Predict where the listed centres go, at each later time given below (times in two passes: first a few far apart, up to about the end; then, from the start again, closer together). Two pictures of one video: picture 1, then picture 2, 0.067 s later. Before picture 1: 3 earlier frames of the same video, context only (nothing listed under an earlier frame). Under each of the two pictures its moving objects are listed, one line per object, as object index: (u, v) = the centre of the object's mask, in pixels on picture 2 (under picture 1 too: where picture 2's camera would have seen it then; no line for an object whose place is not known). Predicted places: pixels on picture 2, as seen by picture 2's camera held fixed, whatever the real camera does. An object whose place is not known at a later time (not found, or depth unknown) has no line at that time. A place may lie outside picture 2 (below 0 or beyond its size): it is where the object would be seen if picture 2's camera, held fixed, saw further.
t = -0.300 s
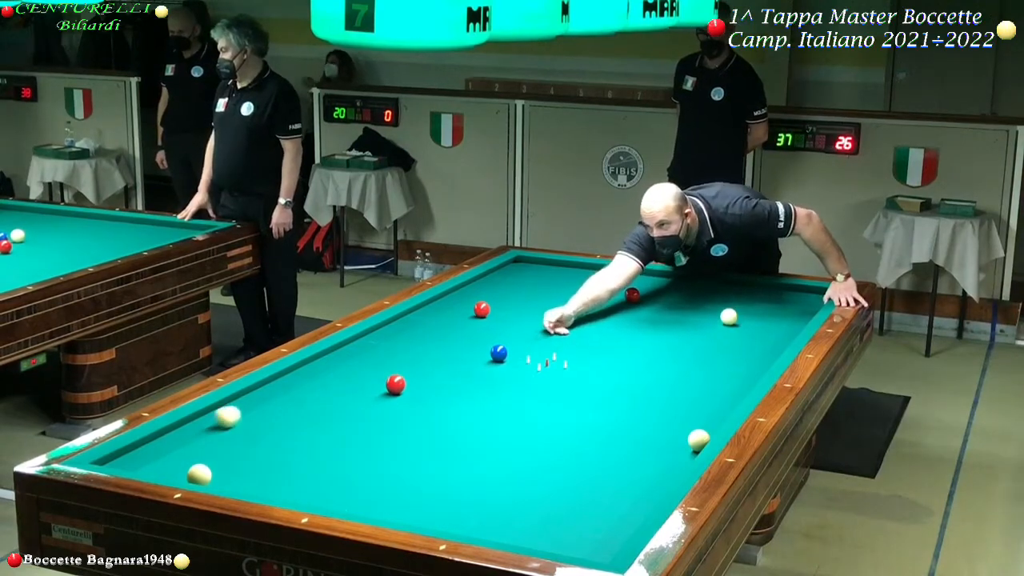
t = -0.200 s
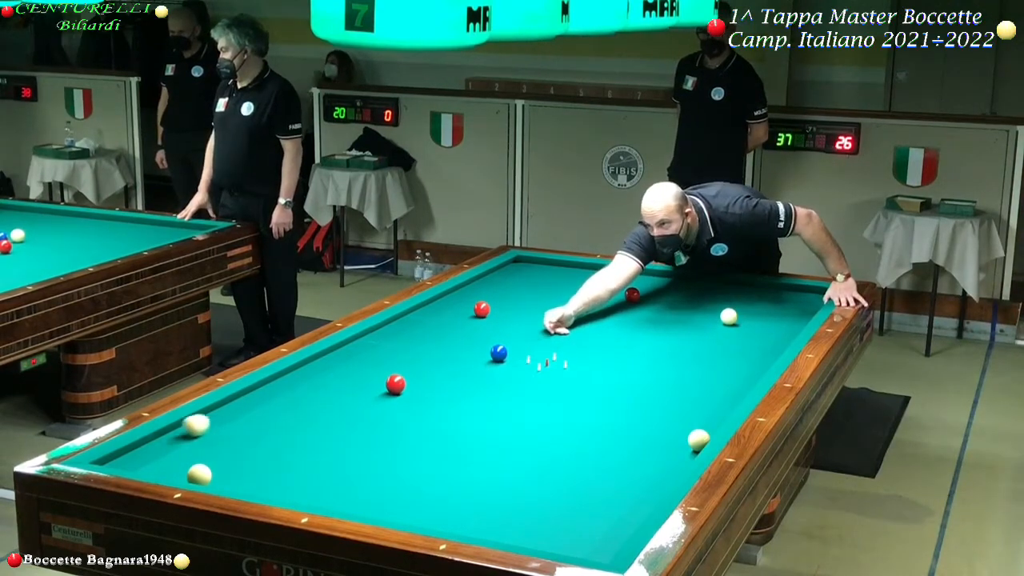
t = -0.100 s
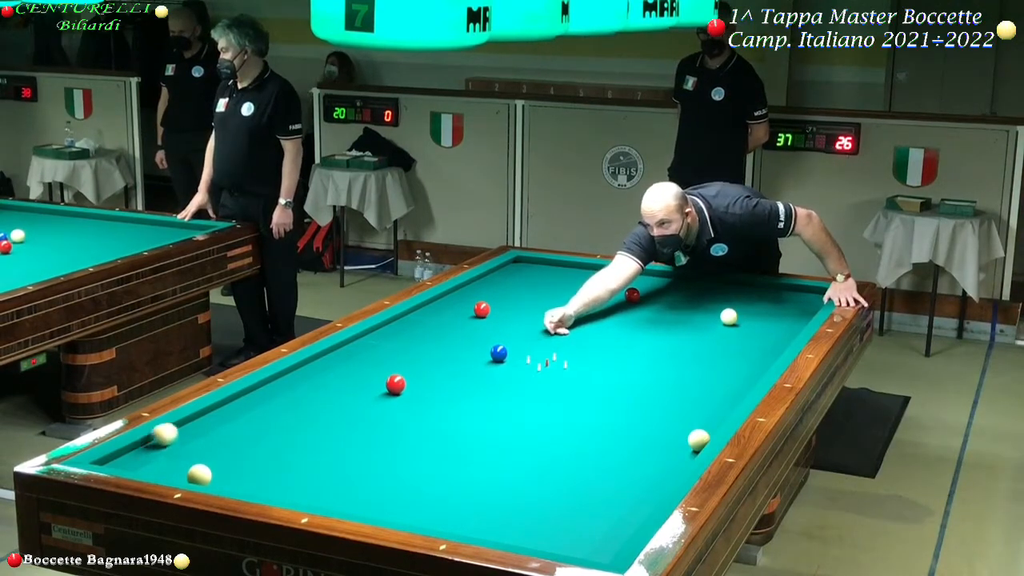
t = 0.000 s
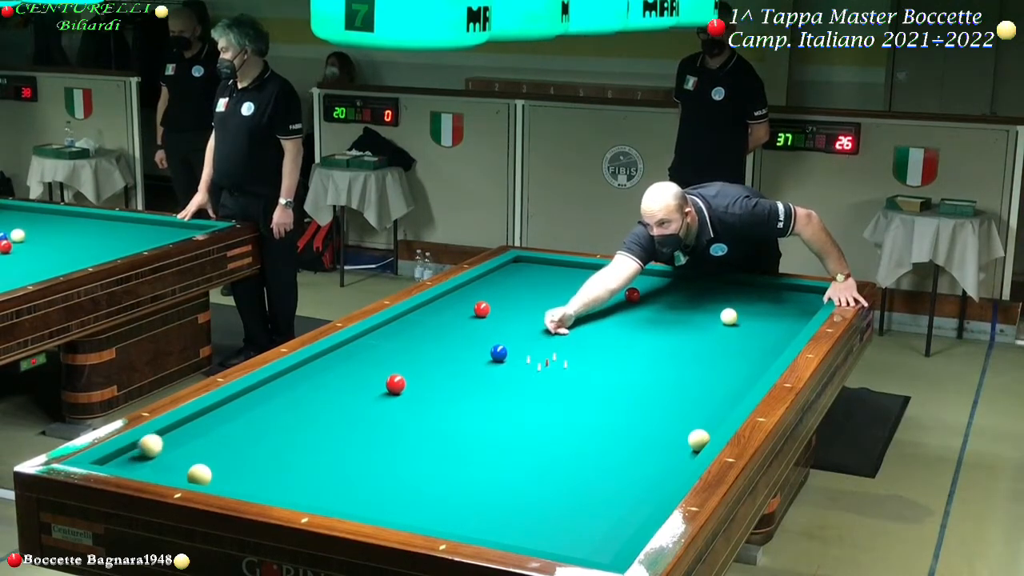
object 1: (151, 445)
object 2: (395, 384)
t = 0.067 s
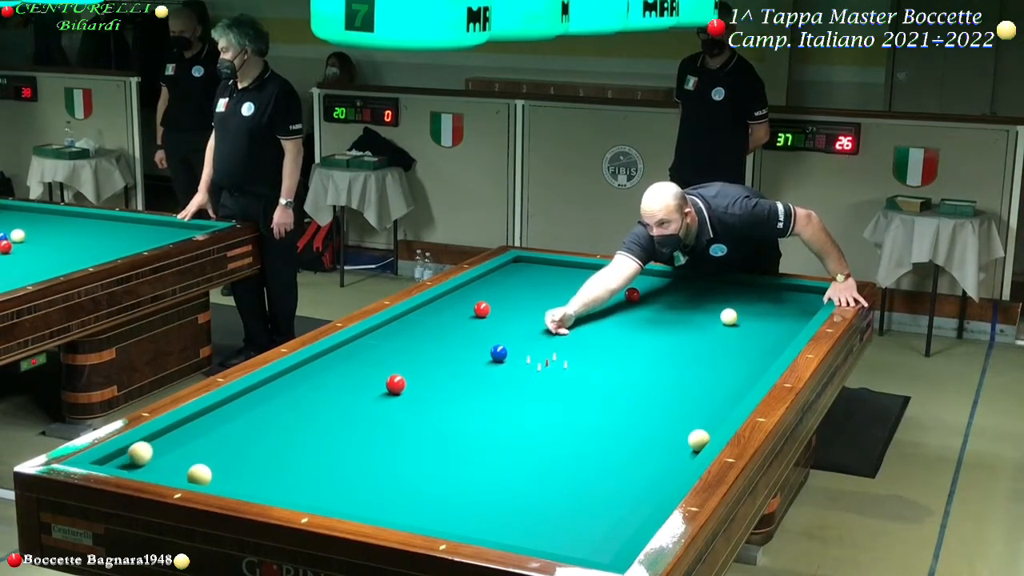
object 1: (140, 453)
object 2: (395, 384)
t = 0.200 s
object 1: (125, 463)
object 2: (395, 384)
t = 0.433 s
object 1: (170, 451)
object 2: (395, 384)
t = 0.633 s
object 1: (201, 442)
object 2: (395, 384)
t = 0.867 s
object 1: (235, 431)
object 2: (396, 384)
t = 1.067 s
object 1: (262, 423)
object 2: (395, 384)
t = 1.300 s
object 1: (292, 414)
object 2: (395, 384)
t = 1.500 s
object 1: (315, 407)
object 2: (395, 384)
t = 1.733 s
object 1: (342, 399)
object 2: (395, 384)
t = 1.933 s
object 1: (363, 392)
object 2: (395, 384)
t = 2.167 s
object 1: (378, 387)
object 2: (403, 383)
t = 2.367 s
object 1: (381, 384)
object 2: (418, 380)
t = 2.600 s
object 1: (384, 382)
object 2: (434, 377)
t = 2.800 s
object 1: (386, 380)
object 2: (446, 374)
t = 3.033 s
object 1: (388, 378)
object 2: (461, 372)
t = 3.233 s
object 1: (389, 376)
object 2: (472, 369)
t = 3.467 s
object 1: (390, 374)
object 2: (485, 367)
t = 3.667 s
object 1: (391, 373)
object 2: (496, 365)
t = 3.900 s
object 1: (392, 372)
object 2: (507, 363)
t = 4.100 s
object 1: (392, 372)
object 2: (517, 362)
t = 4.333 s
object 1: (392, 371)
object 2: (527, 360)
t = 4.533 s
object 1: (392, 371)
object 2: (535, 358)
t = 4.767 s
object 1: (392, 371)
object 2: (545, 357)
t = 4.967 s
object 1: (392, 371)
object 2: (552, 356)
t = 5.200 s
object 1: (392, 371)
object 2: (559, 354)
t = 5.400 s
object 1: (392, 371)
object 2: (565, 353)
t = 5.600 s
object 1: (392, 371)
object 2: (571, 353)
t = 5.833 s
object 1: (392, 371)
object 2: (577, 352)
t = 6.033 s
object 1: (392, 371)
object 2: (583, 351)
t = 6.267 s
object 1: (392, 371)
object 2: (588, 350)
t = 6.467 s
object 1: (392, 371)
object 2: (592, 349)
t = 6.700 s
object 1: (392, 371)
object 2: (597, 348)
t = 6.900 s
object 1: (392, 371)
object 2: (600, 348)
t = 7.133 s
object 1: (392, 371)
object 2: (603, 347)
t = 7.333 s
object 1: (392, 371)
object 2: (606, 347)
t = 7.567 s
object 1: (392, 371)
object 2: (609, 346)
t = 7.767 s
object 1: (392, 371)
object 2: (610, 346)
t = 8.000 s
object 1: (392, 371)
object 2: (612, 346)
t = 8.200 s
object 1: (392, 371)
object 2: (613, 346)
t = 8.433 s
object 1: (392, 371)
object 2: (614, 346)
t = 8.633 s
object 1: (392, 371)
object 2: (614, 346)
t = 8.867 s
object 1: (392, 371)
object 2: (615, 346)
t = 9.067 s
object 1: (392, 371)
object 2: (615, 346)
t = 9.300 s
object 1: (392, 371)
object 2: (614, 346)
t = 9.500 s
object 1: (392, 371)
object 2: (614, 346)
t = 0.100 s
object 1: (135, 457)
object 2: (395, 384)
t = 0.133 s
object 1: (129, 460)
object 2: (395, 384)
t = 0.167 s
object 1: (125, 462)
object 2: (395, 384)
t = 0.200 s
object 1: (125, 463)
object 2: (395, 384)
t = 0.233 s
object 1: (133, 462)
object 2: (395, 384)
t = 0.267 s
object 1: (139, 460)
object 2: (395, 384)
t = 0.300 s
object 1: (147, 458)
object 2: (395, 384)
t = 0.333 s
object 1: (153, 456)
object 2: (395, 384)
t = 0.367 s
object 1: (159, 454)
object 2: (395, 384)
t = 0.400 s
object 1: (165, 452)
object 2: (395, 384)
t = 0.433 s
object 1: (170, 451)
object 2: (395, 384)
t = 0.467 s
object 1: (176, 449)
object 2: (395, 384)
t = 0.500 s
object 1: (181, 448)
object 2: (395, 384)
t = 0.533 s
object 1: (186, 446)
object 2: (395, 384)
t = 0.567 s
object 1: (191, 445)
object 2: (395, 384)
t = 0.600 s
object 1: (196, 443)
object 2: (395, 384)
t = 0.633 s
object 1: (201, 442)
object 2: (395, 384)
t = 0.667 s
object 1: (206, 440)
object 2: (396, 384)
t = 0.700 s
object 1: (211, 439)
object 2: (396, 384)
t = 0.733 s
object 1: (216, 437)
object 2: (396, 384)
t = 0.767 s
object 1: (221, 436)
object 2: (395, 384)
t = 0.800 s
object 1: (225, 434)
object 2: (395, 384)
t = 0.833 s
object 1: (230, 433)
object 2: (395, 384)
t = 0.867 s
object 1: (235, 431)
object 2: (396, 384)
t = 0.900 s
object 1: (239, 430)
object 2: (396, 384)
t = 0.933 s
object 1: (244, 429)
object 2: (395, 384)
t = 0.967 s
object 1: (248, 427)
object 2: (396, 384)
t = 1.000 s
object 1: (253, 426)
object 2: (395, 384)
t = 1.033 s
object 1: (257, 424)
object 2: (395, 384)
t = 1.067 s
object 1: (262, 423)
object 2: (395, 384)
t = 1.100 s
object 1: (266, 422)
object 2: (395, 384)
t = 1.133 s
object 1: (271, 420)
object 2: (395, 384)
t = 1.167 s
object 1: (275, 419)
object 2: (395, 384)
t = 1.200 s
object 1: (279, 418)
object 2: (395, 384)
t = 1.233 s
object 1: (283, 416)
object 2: (395, 384)
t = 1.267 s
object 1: (287, 415)
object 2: (395, 384)
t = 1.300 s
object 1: (292, 414)
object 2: (395, 384)
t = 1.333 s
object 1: (296, 413)
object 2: (395, 384)
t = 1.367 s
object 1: (300, 411)
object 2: (395, 384)
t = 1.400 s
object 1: (304, 410)
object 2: (395, 384)
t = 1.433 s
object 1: (308, 409)
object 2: (395, 384)
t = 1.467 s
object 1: (311, 408)
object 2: (395, 384)
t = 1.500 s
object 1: (315, 407)
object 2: (395, 384)
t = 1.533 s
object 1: (319, 405)
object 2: (395, 384)
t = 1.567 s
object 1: (323, 404)
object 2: (395, 384)
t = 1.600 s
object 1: (327, 403)
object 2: (396, 384)
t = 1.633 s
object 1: (331, 402)
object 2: (395, 384)
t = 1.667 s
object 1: (334, 401)
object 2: (395, 384)
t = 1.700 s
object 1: (338, 400)
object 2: (395, 384)
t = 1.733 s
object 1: (342, 399)
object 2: (395, 384)
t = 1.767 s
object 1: (345, 397)
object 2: (395, 384)
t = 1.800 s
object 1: (349, 397)
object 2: (395, 384)
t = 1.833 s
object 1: (352, 395)
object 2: (395, 384)
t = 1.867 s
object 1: (356, 394)
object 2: (396, 384)
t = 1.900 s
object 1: (359, 393)
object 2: (396, 384)
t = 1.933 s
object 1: (363, 392)
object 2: (395, 384)
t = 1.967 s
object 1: (366, 391)
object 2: (395, 384)
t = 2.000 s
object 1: (370, 390)
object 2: (396, 384)
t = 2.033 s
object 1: (373, 389)
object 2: (396, 384)
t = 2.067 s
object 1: (376, 388)
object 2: (396, 384)
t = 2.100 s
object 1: (378, 388)
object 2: (397, 384)
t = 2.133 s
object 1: (378, 387)
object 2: (401, 383)
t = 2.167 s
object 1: (378, 387)
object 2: (403, 383)
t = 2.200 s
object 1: (379, 386)
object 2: (406, 382)
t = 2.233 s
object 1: (379, 386)
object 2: (408, 382)
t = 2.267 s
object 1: (380, 385)
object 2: (411, 381)
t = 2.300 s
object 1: (380, 385)
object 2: (413, 381)
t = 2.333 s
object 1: (380, 385)
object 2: (415, 380)
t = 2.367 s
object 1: (381, 384)
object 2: (418, 380)
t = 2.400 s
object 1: (381, 384)
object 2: (420, 379)
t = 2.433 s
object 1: (382, 384)
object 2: (422, 379)
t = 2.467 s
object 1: (382, 383)
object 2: (424, 379)
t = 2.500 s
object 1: (383, 383)
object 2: (427, 378)
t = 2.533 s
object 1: (383, 382)
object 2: (429, 378)
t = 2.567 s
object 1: (383, 382)
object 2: (431, 377)
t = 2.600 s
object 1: (384, 382)
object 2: (434, 377)
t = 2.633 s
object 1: (384, 381)
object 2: (436, 376)
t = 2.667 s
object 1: (384, 381)
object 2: (438, 376)
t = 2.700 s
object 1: (385, 381)
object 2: (440, 375)
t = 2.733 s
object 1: (385, 380)
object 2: (442, 375)
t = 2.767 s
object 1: (386, 380)
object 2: (444, 375)
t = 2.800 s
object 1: (386, 380)
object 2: (446, 374)
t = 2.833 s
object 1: (386, 379)
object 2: (449, 374)
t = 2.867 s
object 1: (386, 379)
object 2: (451, 373)
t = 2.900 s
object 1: (387, 379)
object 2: (452, 373)
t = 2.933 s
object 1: (387, 378)
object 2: (455, 372)
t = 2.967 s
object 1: (387, 378)
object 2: (457, 372)
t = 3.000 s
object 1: (388, 378)
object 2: (459, 372)
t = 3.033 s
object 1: (388, 378)
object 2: (461, 372)
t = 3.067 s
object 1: (388, 377)
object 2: (463, 371)
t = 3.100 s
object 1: (388, 377)
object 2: (465, 371)
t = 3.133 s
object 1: (388, 377)
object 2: (467, 370)
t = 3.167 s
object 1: (389, 376)
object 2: (468, 370)
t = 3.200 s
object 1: (389, 376)
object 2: (470, 370)
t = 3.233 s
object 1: (389, 376)
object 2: (472, 369)
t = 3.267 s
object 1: (389, 376)
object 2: (474, 369)
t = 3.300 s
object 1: (389, 375)
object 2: (476, 369)
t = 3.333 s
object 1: (389, 375)
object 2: (478, 368)
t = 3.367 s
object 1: (390, 375)
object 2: (480, 368)
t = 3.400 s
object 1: (390, 375)
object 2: (482, 368)
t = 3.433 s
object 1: (390, 375)
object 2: (484, 368)
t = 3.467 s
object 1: (390, 374)
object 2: (485, 367)
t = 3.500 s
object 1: (390, 374)
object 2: (487, 367)
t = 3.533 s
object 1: (390, 374)
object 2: (489, 367)
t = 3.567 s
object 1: (391, 374)
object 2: (490, 367)
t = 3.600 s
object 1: (391, 374)
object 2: (492, 366)
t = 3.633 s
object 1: (391, 374)
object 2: (494, 366)
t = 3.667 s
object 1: (391, 373)
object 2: (496, 365)
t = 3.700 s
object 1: (391, 373)
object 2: (497, 365)
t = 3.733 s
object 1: (391, 373)
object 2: (499, 365)
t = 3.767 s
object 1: (391, 373)
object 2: (501, 365)
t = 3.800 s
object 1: (392, 373)
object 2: (502, 364)
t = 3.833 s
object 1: (392, 373)
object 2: (504, 364)
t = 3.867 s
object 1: (392, 372)
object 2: (506, 364)
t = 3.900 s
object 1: (392, 372)
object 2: (507, 363)
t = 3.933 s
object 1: (392, 372)
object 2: (509, 363)
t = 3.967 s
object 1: (392, 372)
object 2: (511, 363)
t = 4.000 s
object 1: (392, 372)
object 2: (512, 363)
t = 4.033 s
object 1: (392, 372)
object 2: (514, 362)
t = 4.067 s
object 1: (392, 372)
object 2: (515, 362)
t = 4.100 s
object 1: (392, 372)
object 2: (517, 362)
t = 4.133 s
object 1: (392, 371)
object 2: (519, 362)
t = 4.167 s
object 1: (392, 372)
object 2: (520, 361)
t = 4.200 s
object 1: (392, 372)
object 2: (521, 361)
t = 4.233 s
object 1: (392, 371)
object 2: (523, 361)
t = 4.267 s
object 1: (392, 371)
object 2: (524, 361)
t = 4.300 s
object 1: (392, 371)
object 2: (526, 360)
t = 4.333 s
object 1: (392, 371)
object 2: (527, 360)
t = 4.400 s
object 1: (392, 371)
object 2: (530, 360)
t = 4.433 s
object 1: (392, 371)
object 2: (531, 359)
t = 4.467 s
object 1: (392, 371)
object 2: (532, 359)
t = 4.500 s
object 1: (392, 371)
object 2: (534, 359)
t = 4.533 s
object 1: (392, 371)
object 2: (535, 358)
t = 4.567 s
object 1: (392, 371)
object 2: (537, 358)
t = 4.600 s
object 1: (392, 371)
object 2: (538, 358)
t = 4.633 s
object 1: (392, 371)
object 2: (540, 358)
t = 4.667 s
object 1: (392, 371)
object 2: (541, 358)
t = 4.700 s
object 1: (392, 371)
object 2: (542, 357)
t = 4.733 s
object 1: (392, 371)
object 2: (543, 357)
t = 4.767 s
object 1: (392, 371)
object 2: (545, 357)
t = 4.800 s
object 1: (392, 371)
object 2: (546, 357)
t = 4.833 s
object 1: (392, 371)
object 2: (547, 357)
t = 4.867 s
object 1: (392, 371)
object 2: (548, 357)
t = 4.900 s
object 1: (392, 371)
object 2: (549, 357)
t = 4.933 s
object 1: (392, 371)
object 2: (550, 356)
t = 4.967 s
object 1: (392, 371)
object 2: (552, 356)
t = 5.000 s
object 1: (392, 371)
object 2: (553, 356)
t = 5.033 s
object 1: (392, 371)
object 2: (554, 356)
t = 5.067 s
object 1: (392, 371)
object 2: (555, 355)
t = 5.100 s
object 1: (392, 371)
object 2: (556, 355)
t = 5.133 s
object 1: (392, 371)
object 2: (557, 355)
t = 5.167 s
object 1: (392, 371)
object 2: (558, 355)
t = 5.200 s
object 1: (392, 371)
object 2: (559, 354)
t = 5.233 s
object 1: (392, 371)
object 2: (560, 354)
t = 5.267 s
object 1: (392, 371)
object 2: (561, 354)
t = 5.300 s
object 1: (392, 371)
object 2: (562, 354)
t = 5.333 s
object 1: (392, 371)
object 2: (563, 354)
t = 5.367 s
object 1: (392, 371)
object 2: (564, 353)
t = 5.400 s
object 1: (392, 371)
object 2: (565, 353)
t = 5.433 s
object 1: (392, 371)
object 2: (566, 353)
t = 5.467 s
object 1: (392, 371)
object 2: (567, 353)
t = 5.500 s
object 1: (392, 371)
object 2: (568, 353)
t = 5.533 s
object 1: (392, 371)
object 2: (569, 353)
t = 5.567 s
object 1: (392, 371)
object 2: (570, 353)
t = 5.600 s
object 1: (392, 371)
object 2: (571, 353)
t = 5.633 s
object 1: (392, 371)
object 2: (572, 353)
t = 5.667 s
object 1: (392, 371)
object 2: (573, 353)
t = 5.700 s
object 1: (392, 371)
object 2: (574, 352)
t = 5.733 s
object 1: (392, 371)
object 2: (575, 352)
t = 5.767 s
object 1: (392, 371)
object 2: (576, 352)
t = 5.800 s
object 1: (392, 371)
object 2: (576, 352)
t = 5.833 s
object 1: (392, 371)
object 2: (577, 352)
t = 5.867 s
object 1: (392, 371)
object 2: (578, 352)
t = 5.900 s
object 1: (392, 371)
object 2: (579, 352)
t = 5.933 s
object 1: (392, 371)
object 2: (580, 351)
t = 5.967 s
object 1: (392, 371)
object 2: (581, 351)
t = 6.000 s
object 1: (392, 371)
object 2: (582, 351)
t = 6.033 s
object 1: (392, 371)
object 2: (583, 351)
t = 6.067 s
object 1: (392, 371)
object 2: (583, 351)
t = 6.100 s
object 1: (392, 371)
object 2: (584, 351)
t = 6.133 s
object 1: (392, 371)
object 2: (585, 350)
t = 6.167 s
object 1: (392, 371)
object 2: (586, 350)
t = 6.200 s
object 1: (392, 371)
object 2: (586, 350)
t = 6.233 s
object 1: (392, 371)
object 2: (587, 350)
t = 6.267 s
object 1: (392, 371)
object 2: (588, 350)
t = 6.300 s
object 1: (392, 371)
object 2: (589, 350)
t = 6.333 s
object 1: (392, 371)
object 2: (589, 350)
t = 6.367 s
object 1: (392, 371)
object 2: (590, 349)
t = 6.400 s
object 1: (392, 371)
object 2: (591, 349)
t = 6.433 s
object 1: (392, 371)
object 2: (591, 349)
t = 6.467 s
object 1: (392, 371)
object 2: (592, 349)
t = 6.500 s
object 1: (392, 371)
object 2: (593, 349)
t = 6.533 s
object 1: (392, 371)
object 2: (593, 349)
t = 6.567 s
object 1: (392, 371)
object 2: (594, 349)
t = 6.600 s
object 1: (392, 371)
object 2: (595, 349)
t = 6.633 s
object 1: (392, 371)
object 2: (595, 349)
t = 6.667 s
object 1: (392, 371)
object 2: (596, 349)
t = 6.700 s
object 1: (392, 371)
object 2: (597, 348)
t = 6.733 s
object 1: (392, 371)
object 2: (597, 348)
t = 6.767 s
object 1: (392, 371)
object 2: (598, 348)
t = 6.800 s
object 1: (392, 371)
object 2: (598, 348)
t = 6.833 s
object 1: (392, 371)
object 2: (599, 348)
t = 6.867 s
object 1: (392, 371)
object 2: (599, 348)
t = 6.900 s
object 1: (392, 371)
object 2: (600, 348)
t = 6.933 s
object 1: (392, 371)
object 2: (600, 348)
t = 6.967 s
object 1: (392, 371)
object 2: (601, 348)
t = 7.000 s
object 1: (392, 371)
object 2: (601, 348)
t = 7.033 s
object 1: (392, 371)
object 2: (602, 348)
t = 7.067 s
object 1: (392, 371)
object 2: (602, 347)
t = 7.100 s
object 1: (392, 371)
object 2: (603, 347)
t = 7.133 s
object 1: (392, 371)
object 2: (603, 347)
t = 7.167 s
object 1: (392, 371)
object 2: (604, 347)
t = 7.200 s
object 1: (392, 371)
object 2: (604, 347)
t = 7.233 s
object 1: (392, 371)
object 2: (605, 347)
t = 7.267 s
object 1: (392, 371)
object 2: (605, 347)
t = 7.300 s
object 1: (392, 371)
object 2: (605, 347)
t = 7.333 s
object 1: (392, 371)
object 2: (606, 347)
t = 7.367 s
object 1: (392, 371)
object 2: (606, 347)
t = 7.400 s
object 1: (392, 371)
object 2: (607, 347)
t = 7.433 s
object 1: (392, 371)
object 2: (607, 347)
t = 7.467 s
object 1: (392, 371)
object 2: (608, 347)
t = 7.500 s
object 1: (392, 371)
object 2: (608, 347)
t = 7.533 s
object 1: (392, 371)
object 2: (608, 346)
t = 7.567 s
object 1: (392, 371)
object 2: (609, 346)
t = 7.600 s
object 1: (392, 371)
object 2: (609, 346)
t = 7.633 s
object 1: (392, 371)
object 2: (609, 346)
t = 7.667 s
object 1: (392, 371)
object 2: (609, 346)
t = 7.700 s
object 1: (392, 371)
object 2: (610, 346)
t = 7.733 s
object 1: (392, 371)
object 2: (610, 346)
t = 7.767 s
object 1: (392, 371)
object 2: (610, 346)
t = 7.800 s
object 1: (392, 371)
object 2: (611, 346)
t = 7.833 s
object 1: (392, 371)
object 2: (611, 346)
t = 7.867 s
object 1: (392, 371)
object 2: (611, 346)
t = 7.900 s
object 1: (392, 371)
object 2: (611, 346)
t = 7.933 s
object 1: (392, 371)
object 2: (611, 346)
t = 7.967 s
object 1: (392, 371)
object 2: (612, 346)
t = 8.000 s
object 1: (392, 371)
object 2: (612, 346)
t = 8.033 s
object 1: (392, 371)
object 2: (612, 346)
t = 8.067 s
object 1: (392, 371)
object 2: (612, 346)
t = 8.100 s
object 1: (392, 371)
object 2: (612, 346)
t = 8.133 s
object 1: (392, 371)
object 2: (613, 346)
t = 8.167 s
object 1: (392, 371)
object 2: (613, 346)
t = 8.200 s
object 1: (392, 371)
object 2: (613, 346)
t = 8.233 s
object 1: (392, 371)
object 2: (613, 346)
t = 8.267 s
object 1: (392, 371)
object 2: (613, 346)
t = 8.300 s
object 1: (392, 371)
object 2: (613, 346)
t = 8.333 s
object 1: (392, 371)
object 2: (613, 346)
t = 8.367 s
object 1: (392, 371)
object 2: (613, 346)
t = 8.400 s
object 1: (392, 371)
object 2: (614, 346)
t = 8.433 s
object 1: (392, 371)
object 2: (614, 346)
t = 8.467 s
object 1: (392, 371)
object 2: (614, 346)
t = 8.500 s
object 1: (392, 371)
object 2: (614, 346)
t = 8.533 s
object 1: (392, 371)
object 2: (614, 346)
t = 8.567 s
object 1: (392, 371)
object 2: (614, 346)
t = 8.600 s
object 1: (392, 371)
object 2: (614, 346)
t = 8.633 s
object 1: (392, 371)
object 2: (614, 346)
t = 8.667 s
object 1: (392, 371)
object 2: (614, 346)
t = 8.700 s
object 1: (392, 371)
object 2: (615, 346)
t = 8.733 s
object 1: (392, 371)
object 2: (615, 346)
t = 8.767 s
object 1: (392, 371)
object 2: (615, 346)
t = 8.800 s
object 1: (392, 371)
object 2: (615, 346)
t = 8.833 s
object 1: (392, 371)
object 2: (615, 346)
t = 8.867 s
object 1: (392, 371)
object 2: (615, 346)
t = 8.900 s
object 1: (392, 371)
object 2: (615, 346)
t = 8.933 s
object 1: (392, 371)
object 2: (615, 346)
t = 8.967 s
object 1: (392, 371)
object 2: (615, 346)
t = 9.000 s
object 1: (392, 371)
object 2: (615, 346)
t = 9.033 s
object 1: (392, 371)
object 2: (614, 346)
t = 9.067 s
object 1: (392, 371)
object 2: (615, 346)
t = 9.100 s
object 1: (392, 371)
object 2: (614, 346)
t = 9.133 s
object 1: (392, 371)
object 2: (614, 346)
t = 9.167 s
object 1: (392, 371)
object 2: (614, 346)
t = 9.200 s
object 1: (392, 371)
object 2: (614, 346)
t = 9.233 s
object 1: (392, 371)
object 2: (614, 346)
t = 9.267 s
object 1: (392, 371)
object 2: (615, 346)
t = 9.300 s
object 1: (392, 371)
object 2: (614, 346)
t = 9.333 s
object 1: (392, 371)
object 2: (614, 346)
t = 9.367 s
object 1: (392, 371)
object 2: (615, 346)
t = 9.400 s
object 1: (392, 371)
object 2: (615, 346)
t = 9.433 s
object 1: (392, 371)
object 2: (614, 346)
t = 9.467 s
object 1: (392, 371)
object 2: (614, 346)
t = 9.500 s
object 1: (392, 371)
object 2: (614, 346)
